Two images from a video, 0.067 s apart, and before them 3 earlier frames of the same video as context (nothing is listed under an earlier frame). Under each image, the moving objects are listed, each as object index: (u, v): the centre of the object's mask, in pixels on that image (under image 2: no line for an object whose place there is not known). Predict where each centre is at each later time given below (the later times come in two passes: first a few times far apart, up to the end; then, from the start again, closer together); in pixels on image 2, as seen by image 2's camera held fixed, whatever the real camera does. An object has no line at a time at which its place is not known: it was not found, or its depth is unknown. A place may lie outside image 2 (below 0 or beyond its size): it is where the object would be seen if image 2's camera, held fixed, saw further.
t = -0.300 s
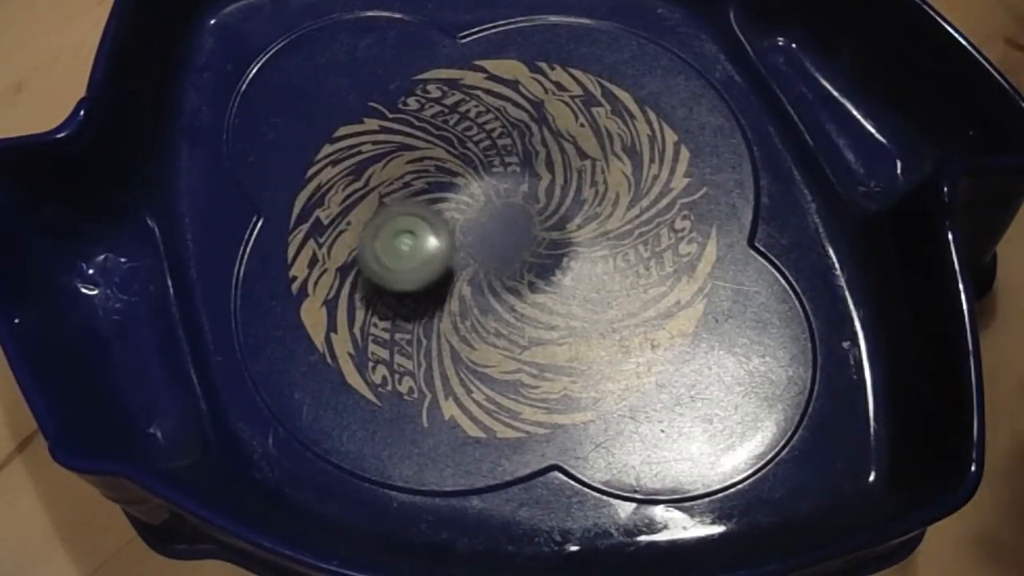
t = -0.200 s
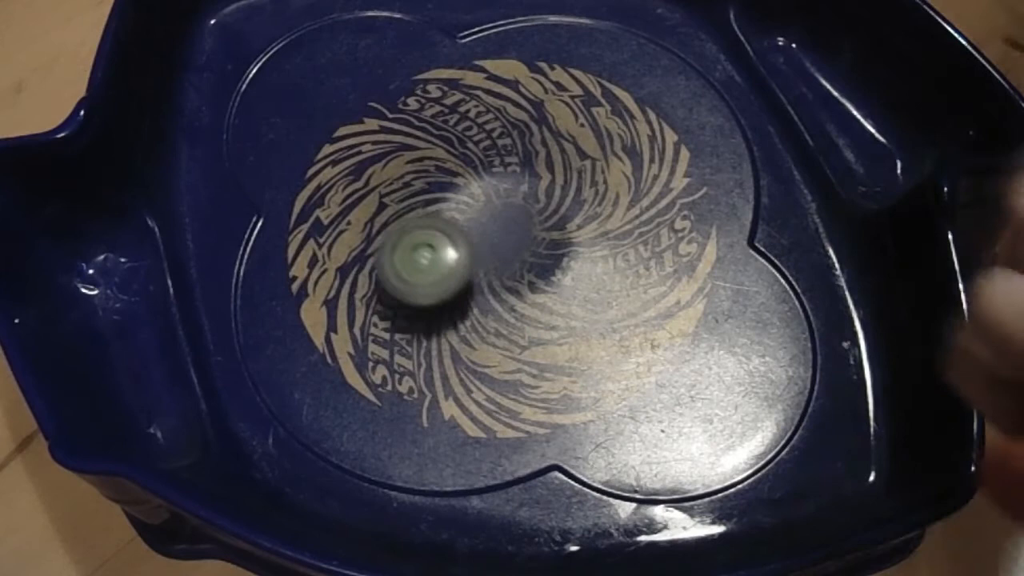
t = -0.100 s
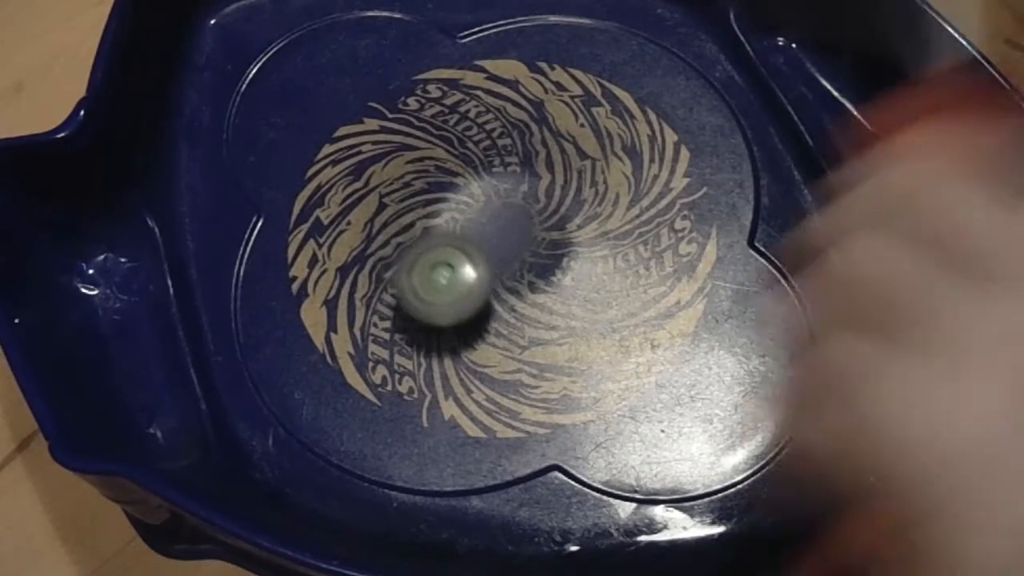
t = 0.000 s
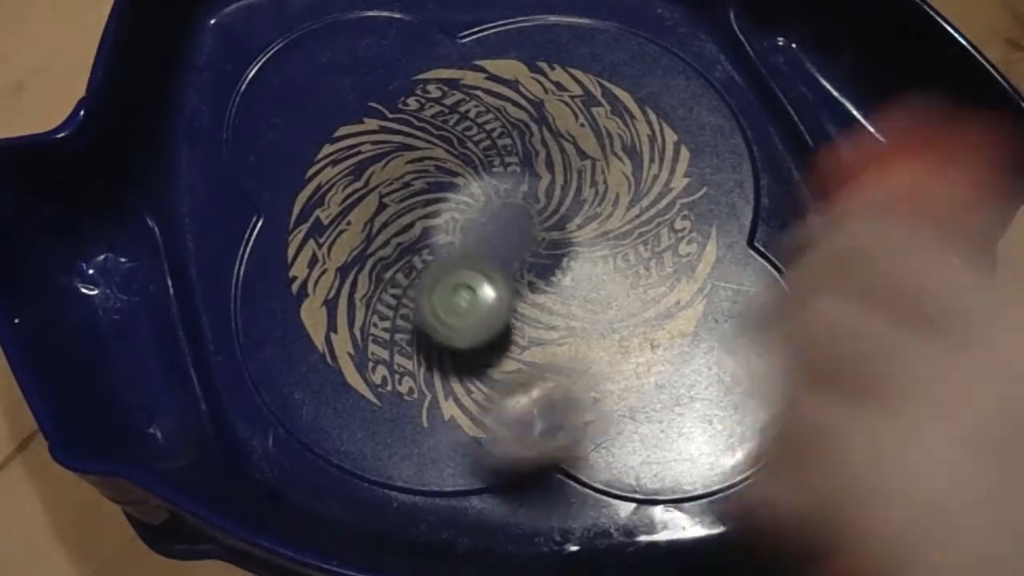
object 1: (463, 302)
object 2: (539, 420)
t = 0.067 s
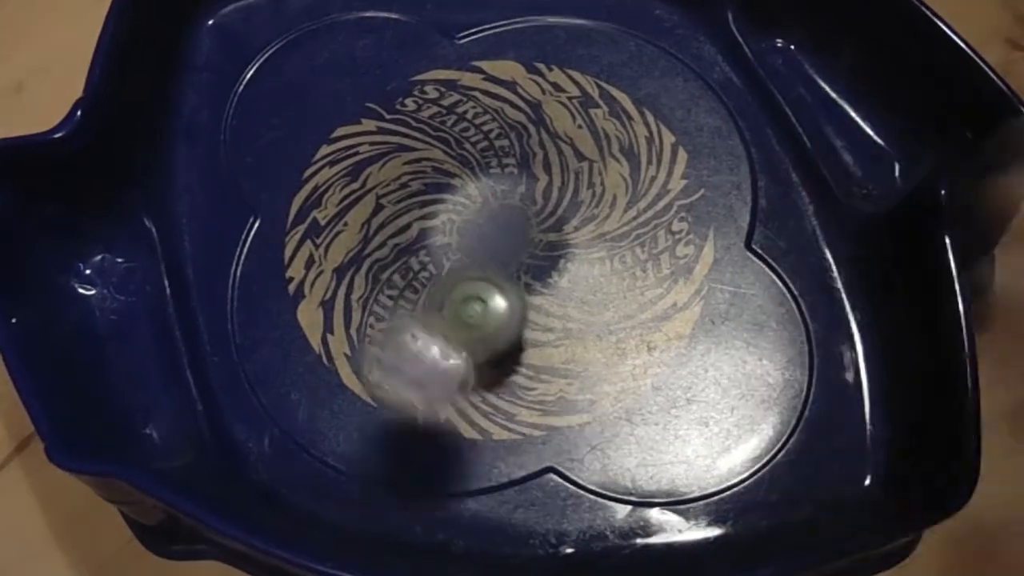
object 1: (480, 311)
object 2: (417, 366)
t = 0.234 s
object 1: (509, 344)
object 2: (206, 307)
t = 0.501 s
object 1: (571, 379)
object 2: (203, 210)
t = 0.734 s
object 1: (616, 385)
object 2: (190, 172)
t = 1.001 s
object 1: (641, 371)
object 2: (206, 132)
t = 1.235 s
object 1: (633, 344)
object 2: (253, 149)
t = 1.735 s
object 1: (528, 283)
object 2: (442, 212)
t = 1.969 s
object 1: (537, 350)
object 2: (485, 206)
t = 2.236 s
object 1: (551, 390)
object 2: (538, 185)
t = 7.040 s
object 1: (492, 361)
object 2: (464, 226)
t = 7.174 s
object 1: (469, 374)
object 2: (489, 238)
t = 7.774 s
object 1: (408, 338)
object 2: (533, 304)
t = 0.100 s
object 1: (480, 320)
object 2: (357, 332)
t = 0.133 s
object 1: (487, 326)
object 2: (299, 311)
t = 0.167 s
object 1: (494, 332)
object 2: (255, 300)
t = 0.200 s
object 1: (501, 337)
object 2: (229, 298)
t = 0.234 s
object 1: (509, 344)
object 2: (206, 307)
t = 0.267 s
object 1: (518, 349)
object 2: (184, 292)
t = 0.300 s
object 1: (525, 355)
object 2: (167, 274)
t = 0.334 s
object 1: (534, 359)
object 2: (168, 255)
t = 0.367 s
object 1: (541, 364)
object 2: (177, 241)
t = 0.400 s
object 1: (548, 370)
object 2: (190, 231)
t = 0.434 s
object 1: (556, 374)
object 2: (198, 222)
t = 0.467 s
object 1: (563, 376)
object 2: (202, 215)
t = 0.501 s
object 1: (571, 379)
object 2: (203, 210)
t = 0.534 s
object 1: (578, 382)
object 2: (202, 205)
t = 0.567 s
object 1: (585, 383)
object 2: (199, 200)
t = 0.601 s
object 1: (592, 384)
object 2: (196, 194)
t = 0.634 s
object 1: (599, 386)
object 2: (193, 188)
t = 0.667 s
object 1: (604, 386)
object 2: (190, 182)
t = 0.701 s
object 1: (610, 386)
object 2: (189, 177)
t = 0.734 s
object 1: (616, 385)
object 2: (190, 172)
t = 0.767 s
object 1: (621, 385)
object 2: (192, 167)
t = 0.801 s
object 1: (625, 383)
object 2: (194, 161)
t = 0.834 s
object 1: (629, 383)
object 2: (195, 156)
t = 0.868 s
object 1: (633, 380)
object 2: (198, 150)
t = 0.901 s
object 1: (635, 379)
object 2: (200, 145)
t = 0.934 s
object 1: (638, 376)
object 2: (201, 140)
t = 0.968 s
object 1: (640, 374)
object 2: (204, 136)
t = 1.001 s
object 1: (641, 371)
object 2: (206, 132)
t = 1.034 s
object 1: (642, 368)
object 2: (209, 129)
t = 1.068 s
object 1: (643, 365)
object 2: (213, 127)
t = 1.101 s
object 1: (643, 360)
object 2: (219, 129)
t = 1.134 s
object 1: (641, 357)
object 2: (228, 134)
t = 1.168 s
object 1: (639, 353)
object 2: (236, 139)
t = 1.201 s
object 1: (637, 347)
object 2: (244, 144)
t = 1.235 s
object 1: (633, 344)
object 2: (253, 149)
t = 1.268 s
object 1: (630, 337)
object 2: (264, 155)
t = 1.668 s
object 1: (547, 288)
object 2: (414, 202)
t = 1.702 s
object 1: (537, 285)
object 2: (427, 204)
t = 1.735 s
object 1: (528, 283)
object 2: (442, 212)
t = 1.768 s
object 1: (521, 282)
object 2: (450, 217)
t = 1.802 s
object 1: (522, 288)
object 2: (453, 217)
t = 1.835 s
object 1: (521, 294)
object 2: (460, 220)
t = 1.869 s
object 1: (527, 313)
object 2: (464, 213)
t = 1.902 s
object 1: (532, 329)
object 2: (470, 207)
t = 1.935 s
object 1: (535, 341)
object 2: (477, 206)
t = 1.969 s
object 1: (537, 350)
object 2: (485, 206)
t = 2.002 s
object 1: (538, 354)
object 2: (494, 204)
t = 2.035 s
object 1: (540, 360)
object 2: (500, 203)
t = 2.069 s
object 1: (542, 367)
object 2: (507, 202)
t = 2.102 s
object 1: (544, 375)
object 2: (516, 198)
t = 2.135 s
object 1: (546, 379)
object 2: (522, 195)
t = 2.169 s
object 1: (548, 382)
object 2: (530, 191)
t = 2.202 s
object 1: (550, 386)
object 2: (535, 188)
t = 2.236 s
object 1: (551, 390)
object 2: (538, 185)
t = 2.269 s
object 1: (552, 393)
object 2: (542, 182)
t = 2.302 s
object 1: (553, 395)
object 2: (545, 179)
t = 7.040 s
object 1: (492, 361)
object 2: (464, 226)
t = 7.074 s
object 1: (488, 364)
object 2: (470, 229)
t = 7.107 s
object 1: (481, 368)
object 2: (477, 232)
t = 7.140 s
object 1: (476, 370)
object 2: (483, 230)
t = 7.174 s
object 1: (469, 374)
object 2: (489, 238)
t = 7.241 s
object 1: (461, 377)
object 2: (499, 245)
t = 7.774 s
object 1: (408, 338)
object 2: (533, 304)
